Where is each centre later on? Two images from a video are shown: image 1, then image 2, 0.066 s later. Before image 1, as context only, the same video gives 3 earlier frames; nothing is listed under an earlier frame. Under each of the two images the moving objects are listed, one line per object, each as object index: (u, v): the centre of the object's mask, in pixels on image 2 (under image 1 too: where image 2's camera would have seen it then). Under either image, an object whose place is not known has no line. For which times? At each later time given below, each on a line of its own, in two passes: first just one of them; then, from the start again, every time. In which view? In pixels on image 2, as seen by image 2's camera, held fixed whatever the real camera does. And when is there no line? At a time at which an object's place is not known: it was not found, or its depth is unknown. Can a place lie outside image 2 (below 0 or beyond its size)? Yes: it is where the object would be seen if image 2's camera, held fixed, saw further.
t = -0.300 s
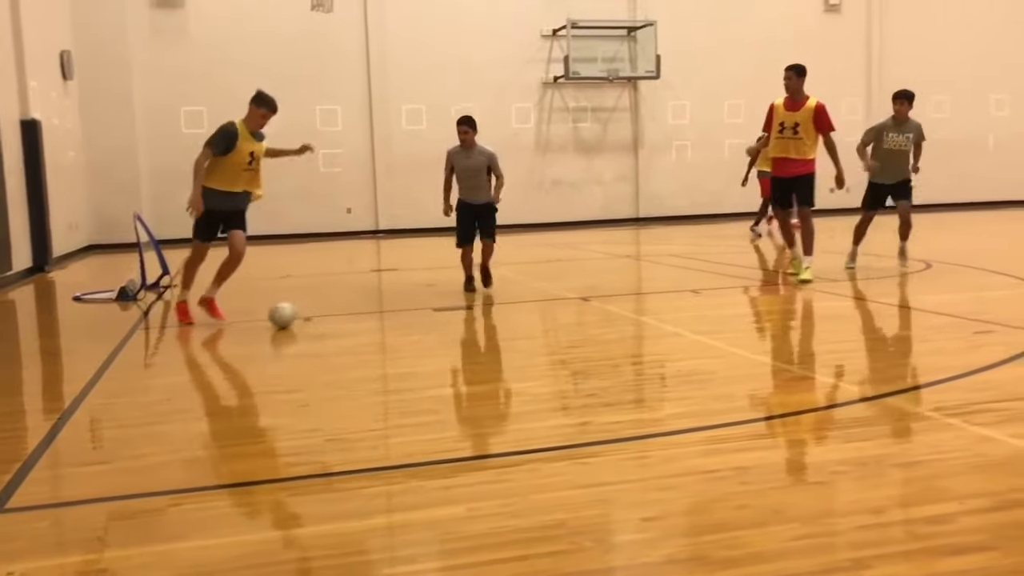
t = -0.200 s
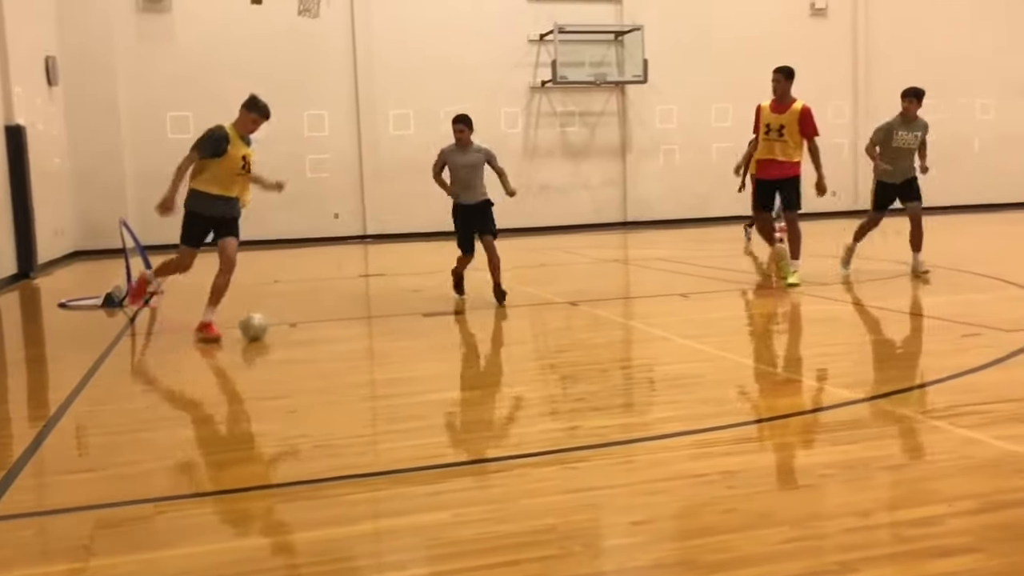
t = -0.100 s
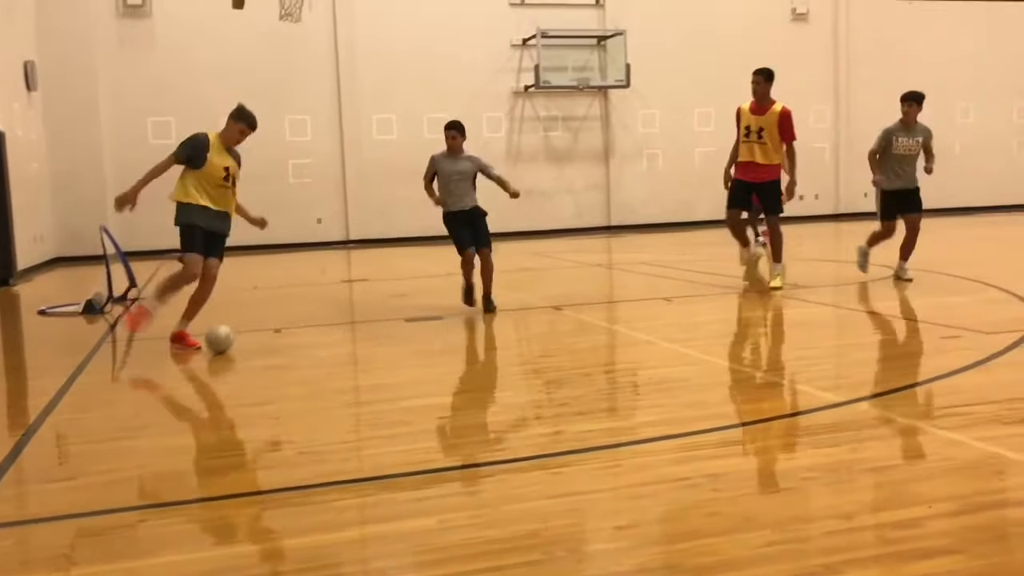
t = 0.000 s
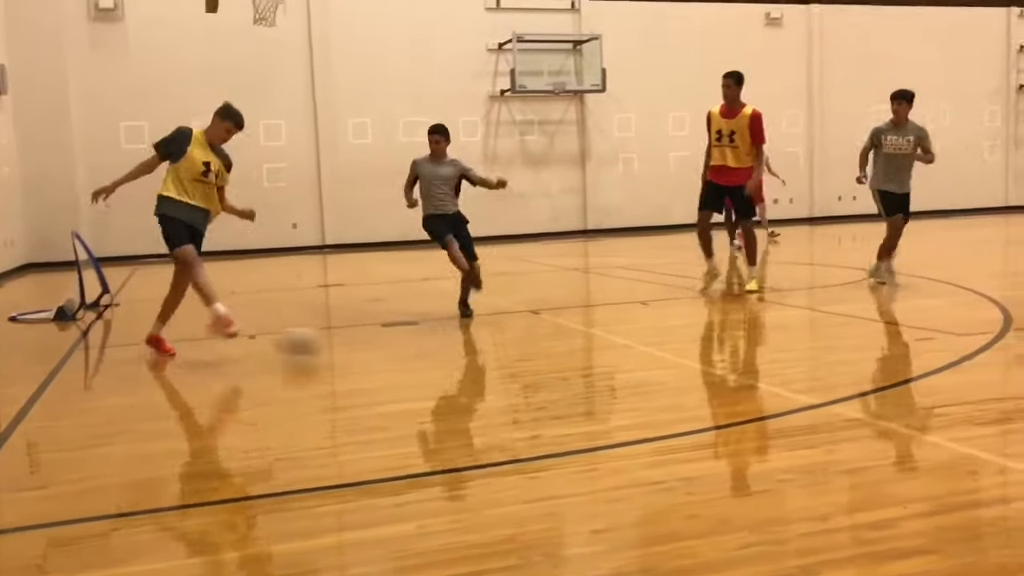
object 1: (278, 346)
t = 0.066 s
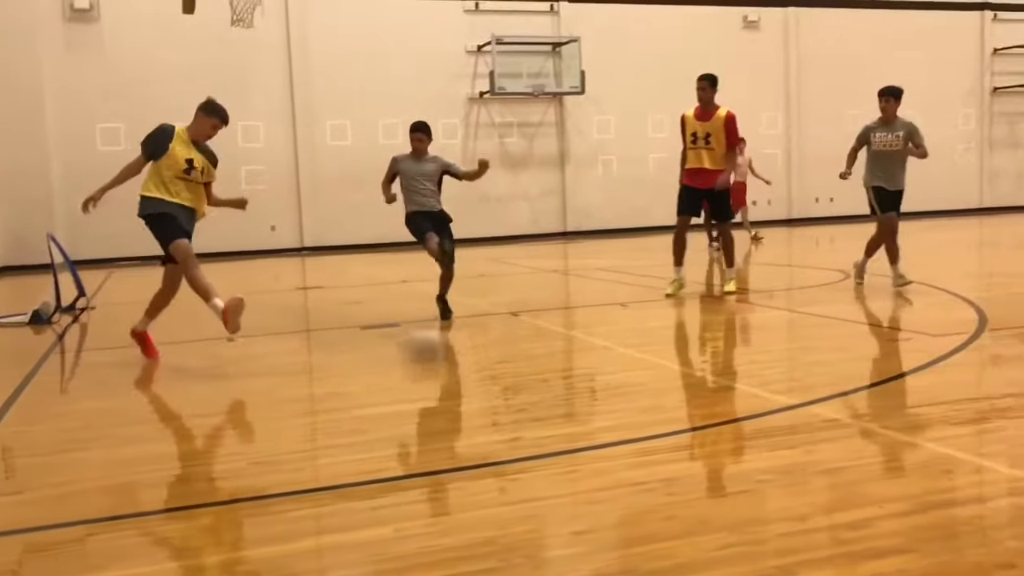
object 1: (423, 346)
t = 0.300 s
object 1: (956, 333)
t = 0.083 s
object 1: (467, 345)
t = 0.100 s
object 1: (497, 344)
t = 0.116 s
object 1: (532, 343)
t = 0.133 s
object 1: (572, 343)
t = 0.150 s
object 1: (608, 342)
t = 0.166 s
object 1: (645, 341)
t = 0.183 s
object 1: (685, 341)
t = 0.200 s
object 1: (722, 340)
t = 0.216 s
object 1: (764, 339)
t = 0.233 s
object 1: (802, 338)
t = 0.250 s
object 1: (841, 337)
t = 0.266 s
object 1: (880, 336)
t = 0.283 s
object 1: (919, 337)
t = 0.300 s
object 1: (956, 333)
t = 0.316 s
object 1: (996, 335)
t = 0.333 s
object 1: (1035, 334)
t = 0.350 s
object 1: (1075, 334)
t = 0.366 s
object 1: (1114, 333)
